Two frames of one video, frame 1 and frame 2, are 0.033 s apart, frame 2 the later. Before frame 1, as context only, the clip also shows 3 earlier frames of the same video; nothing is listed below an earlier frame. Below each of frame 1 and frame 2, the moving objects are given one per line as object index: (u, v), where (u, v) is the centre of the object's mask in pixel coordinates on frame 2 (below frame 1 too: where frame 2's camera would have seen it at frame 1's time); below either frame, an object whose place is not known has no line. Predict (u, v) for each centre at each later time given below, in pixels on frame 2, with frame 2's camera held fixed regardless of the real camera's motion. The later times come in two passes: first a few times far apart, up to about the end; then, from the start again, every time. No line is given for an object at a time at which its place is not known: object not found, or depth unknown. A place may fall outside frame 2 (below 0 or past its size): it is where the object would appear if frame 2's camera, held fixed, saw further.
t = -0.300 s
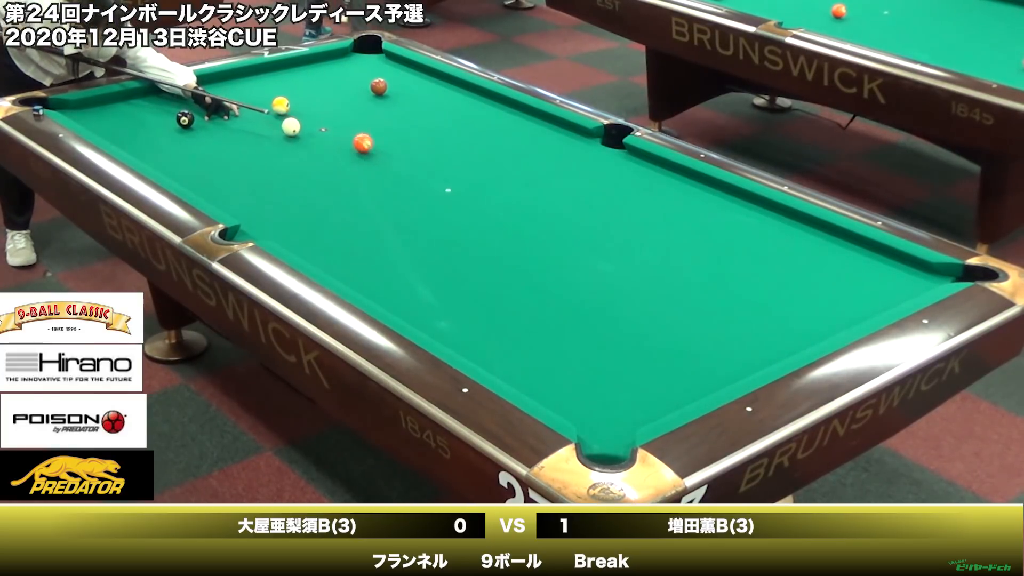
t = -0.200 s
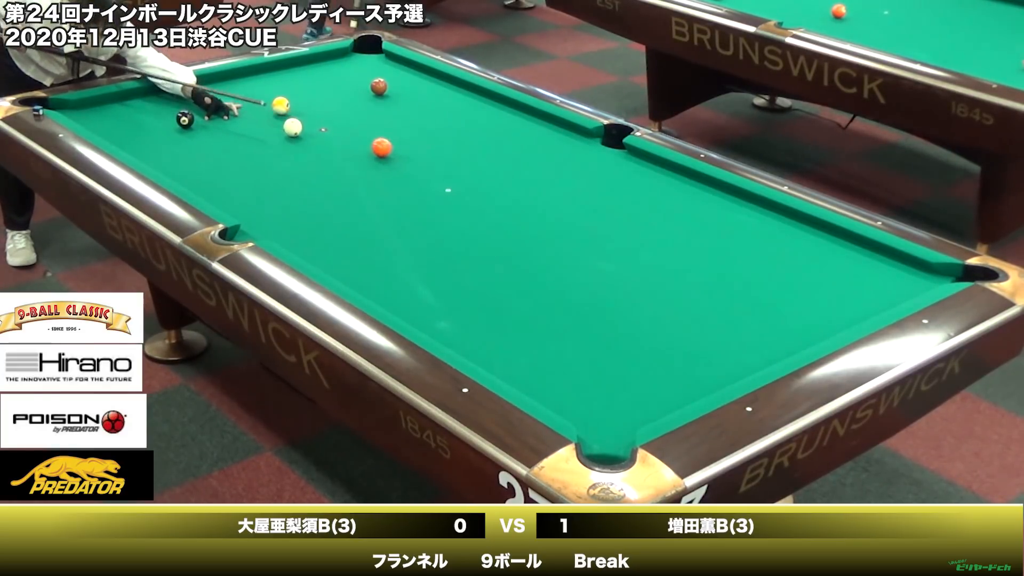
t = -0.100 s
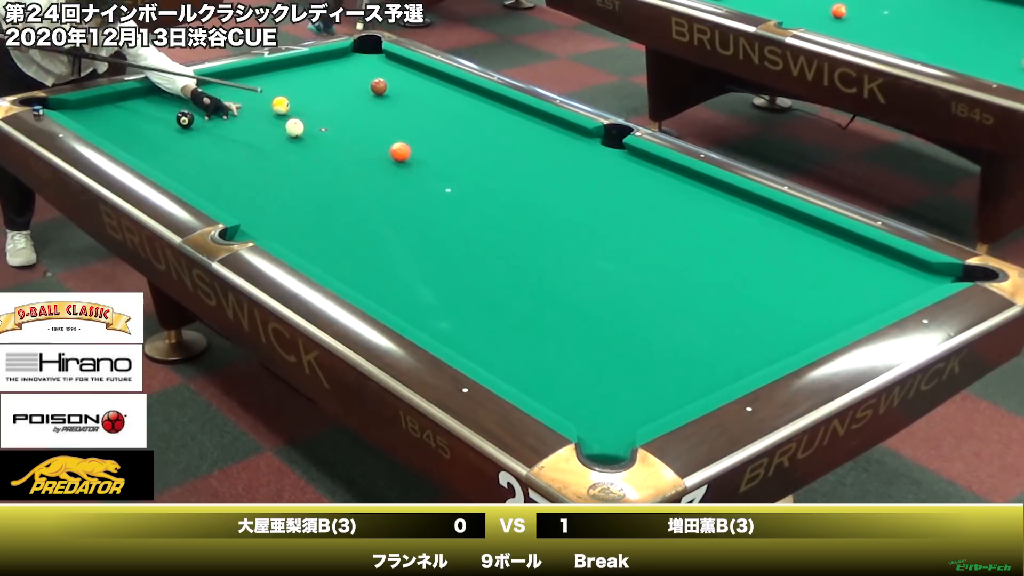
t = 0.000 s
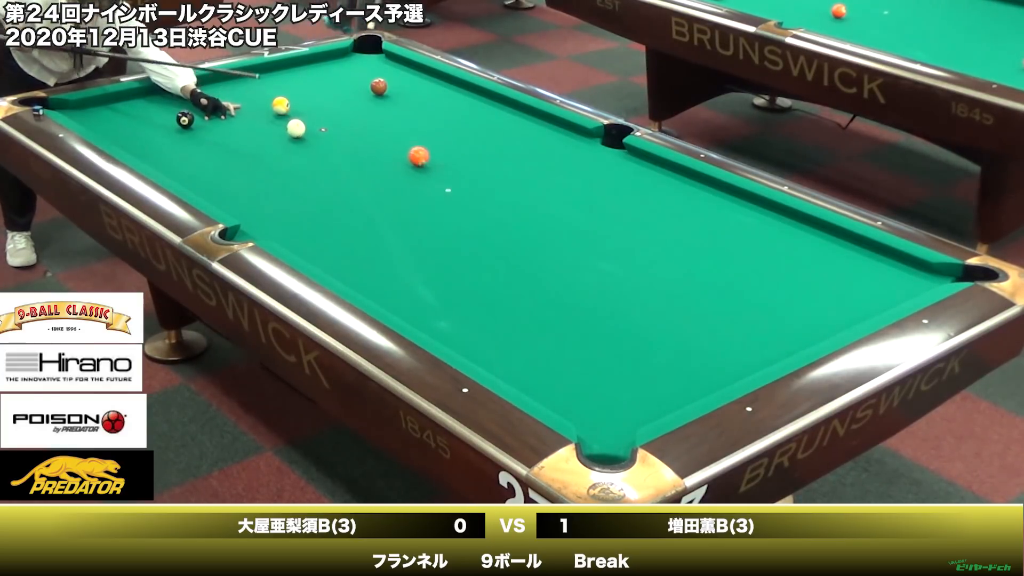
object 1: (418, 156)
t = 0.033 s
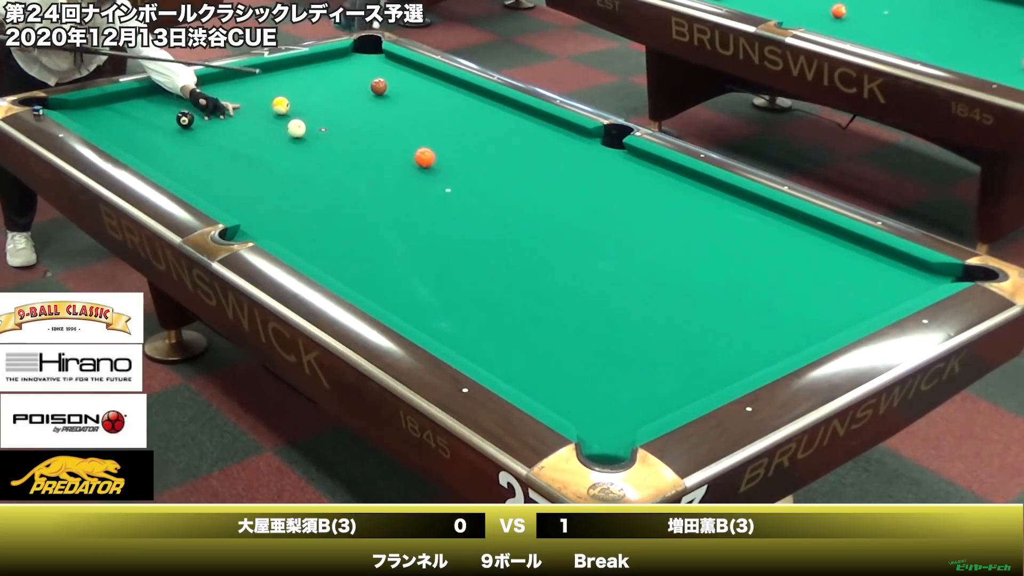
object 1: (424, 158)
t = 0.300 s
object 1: (474, 169)
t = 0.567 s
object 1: (523, 181)
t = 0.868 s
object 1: (579, 195)
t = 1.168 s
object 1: (635, 208)
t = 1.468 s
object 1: (690, 221)
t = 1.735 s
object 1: (738, 233)
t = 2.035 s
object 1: (792, 245)
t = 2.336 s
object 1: (844, 258)
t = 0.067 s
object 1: (430, 159)
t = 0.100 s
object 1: (437, 161)
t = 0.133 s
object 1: (443, 162)
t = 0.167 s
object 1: (449, 164)
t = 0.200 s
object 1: (456, 165)
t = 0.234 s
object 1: (461, 166)
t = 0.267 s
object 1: (468, 168)
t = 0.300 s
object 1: (474, 169)
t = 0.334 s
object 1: (480, 171)
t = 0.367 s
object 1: (486, 173)
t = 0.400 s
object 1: (492, 174)
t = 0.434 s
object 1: (498, 175)
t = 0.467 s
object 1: (505, 177)
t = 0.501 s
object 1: (511, 178)
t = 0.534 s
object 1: (517, 180)
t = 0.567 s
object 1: (523, 181)
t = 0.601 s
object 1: (529, 183)
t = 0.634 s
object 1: (536, 184)
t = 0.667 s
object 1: (542, 186)
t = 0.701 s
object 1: (548, 187)
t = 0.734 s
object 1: (554, 189)
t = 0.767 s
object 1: (561, 190)
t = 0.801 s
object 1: (567, 192)
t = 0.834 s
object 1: (573, 193)
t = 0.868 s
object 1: (579, 195)
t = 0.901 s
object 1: (585, 196)
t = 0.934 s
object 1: (591, 198)
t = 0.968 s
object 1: (597, 199)
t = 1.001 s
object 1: (604, 201)
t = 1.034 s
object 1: (610, 202)
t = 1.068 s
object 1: (616, 204)
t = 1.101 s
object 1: (622, 205)
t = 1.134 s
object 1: (628, 206)
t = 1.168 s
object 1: (635, 208)
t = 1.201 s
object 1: (641, 209)
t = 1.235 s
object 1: (647, 211)
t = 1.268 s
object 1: (653, 212)
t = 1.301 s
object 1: (659, 214)
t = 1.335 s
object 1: (666, 215)
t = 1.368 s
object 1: (672, 217)
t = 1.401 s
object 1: (678, 218)
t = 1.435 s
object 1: (684, 220)
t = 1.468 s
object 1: (690, 221)
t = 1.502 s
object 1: (696, 223)
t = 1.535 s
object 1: (702, 224)
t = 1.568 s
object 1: (708, 226)
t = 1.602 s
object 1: (714, 227)
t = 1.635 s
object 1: (720, 228)
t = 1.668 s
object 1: (726, 230)
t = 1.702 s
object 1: (732, 231)
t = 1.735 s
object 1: (738, 233)
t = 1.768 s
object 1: (744, 234)
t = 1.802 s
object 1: (750, 236)
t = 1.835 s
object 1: (756, 237)
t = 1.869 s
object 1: (762, 238)
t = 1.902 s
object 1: (768, 240)
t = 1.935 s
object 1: (774, 241)
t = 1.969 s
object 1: (780, 243)
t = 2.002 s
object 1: (786, 244)
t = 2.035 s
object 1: (792, 245)
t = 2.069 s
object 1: (798, 247)
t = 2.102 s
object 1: (803, 248)
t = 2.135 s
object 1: (809, 250)
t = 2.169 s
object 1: (815, 251)
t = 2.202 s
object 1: (821, 252)
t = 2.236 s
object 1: (827, 254)
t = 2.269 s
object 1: (832, 255)
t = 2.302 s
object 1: (838, 257)
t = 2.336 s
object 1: (844, 258)
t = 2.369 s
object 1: (850, 259)
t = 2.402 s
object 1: (856, 261)
